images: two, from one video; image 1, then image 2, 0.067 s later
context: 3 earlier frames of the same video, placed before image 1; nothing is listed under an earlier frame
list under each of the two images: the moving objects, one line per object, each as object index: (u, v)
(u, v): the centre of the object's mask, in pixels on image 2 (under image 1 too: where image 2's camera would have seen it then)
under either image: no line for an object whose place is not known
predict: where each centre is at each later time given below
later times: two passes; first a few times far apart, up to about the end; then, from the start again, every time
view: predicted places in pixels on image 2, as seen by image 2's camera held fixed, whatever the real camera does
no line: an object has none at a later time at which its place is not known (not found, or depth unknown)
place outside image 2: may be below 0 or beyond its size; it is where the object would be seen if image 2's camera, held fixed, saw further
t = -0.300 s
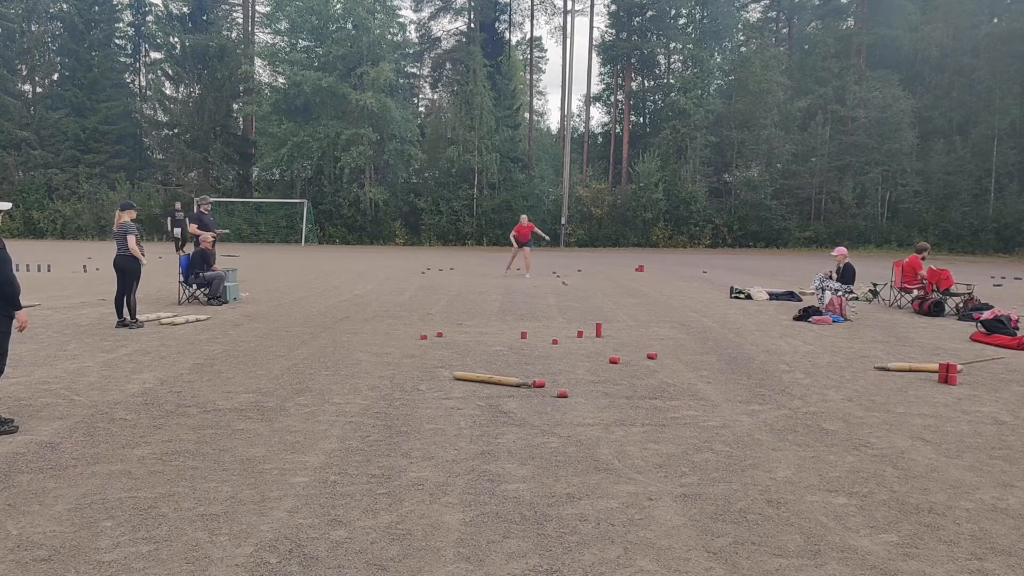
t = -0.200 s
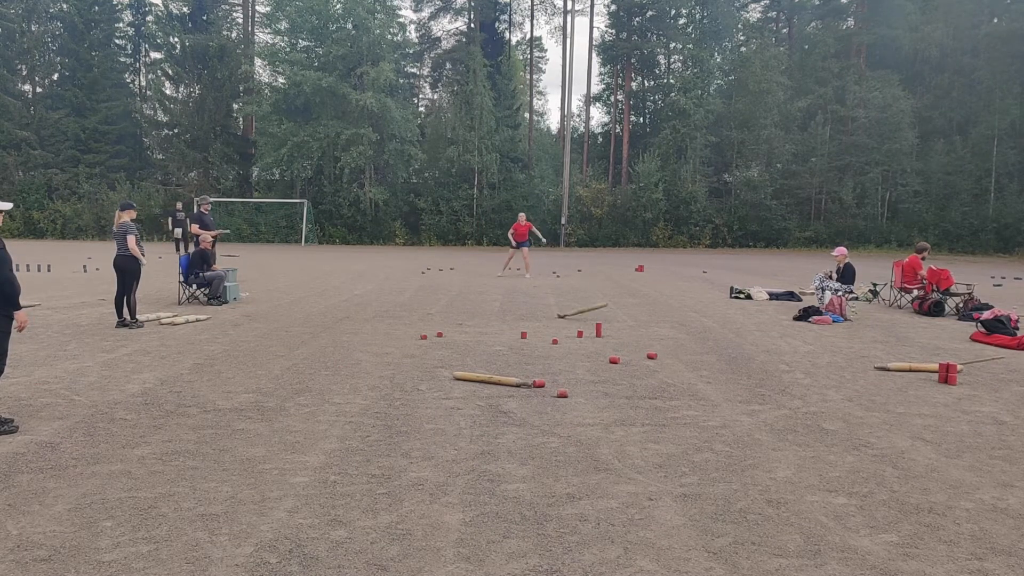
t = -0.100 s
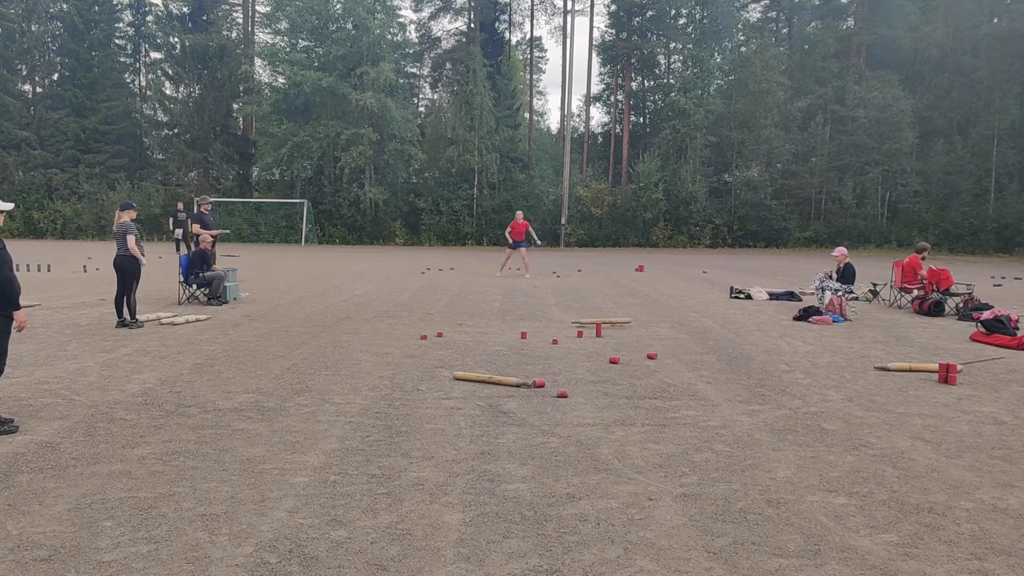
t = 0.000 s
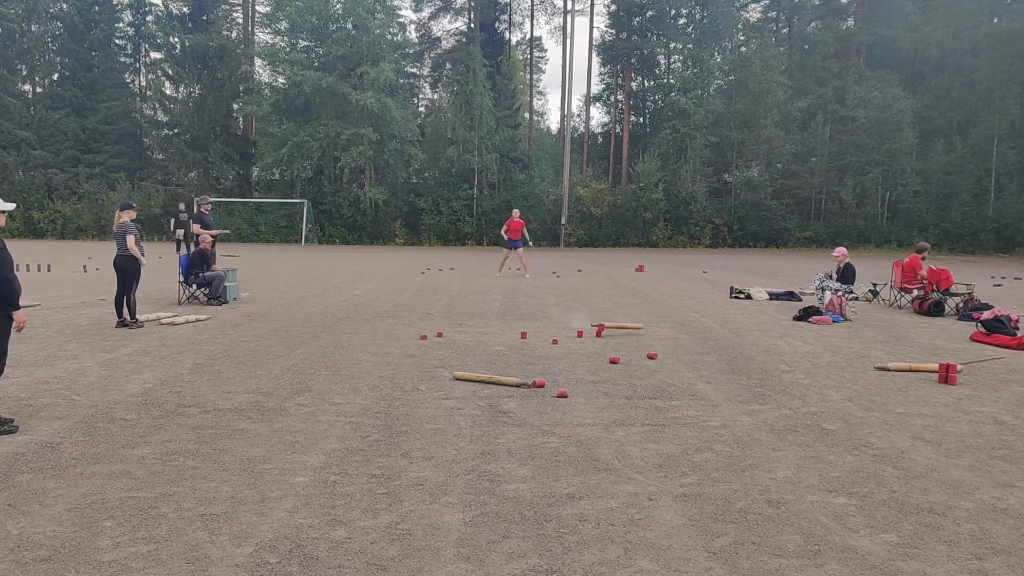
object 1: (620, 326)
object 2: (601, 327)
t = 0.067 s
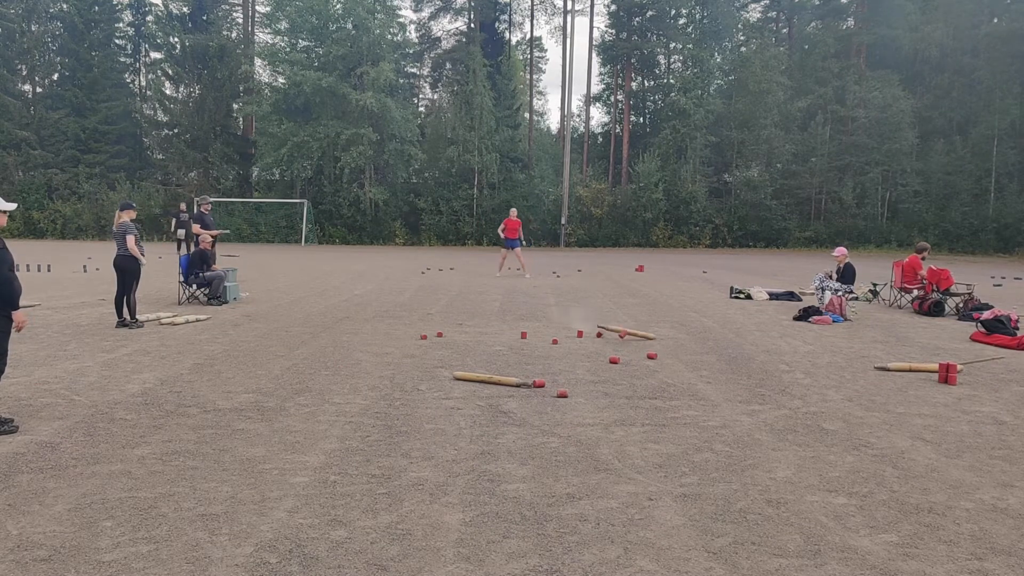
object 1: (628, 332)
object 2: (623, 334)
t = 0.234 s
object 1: (648, 349)
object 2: (676, 347)
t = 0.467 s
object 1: (686, 365)
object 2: (753, 379)
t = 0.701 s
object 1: (709, 383)
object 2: (841, 394)
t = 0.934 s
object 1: (715, 402)
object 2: (946, 436)
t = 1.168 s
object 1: (706, 420)
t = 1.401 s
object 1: (684, 441)
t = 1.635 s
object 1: (654, 465)
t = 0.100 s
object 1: (632, 335)
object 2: (634, 339)
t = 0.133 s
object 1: (637, 338)
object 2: (646, 346)
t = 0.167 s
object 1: (641, 344)
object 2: (656, 347)
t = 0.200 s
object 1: (638, 347)
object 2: (666, 346)
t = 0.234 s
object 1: (648, 349)
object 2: (676, 347)
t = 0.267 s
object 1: (653, 352)
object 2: (686, 348)
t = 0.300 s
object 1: (661, 354)
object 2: (695, 350)
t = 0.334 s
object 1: (668, 356)
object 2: (706, 353)
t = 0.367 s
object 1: (672, 358)
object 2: (717, 358)
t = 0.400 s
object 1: (677, 361)
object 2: (729, 364)
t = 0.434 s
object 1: (681, 363)
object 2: (741, 372)
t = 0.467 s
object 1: (686, 365)
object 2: (753, 379)
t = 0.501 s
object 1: (689, 368)
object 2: (765, 381)
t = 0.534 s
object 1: (693, 370)
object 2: (778, 385)
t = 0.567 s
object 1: (697, 373)
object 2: (791, 391)
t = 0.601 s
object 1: (700, 375)
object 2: (803, 393)
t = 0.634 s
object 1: (704, 378)
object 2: (815, 391)
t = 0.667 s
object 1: (707, 381)
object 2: (828, 392)
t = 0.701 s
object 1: (709, 383)
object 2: (841, 394)
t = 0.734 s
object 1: (711, 386)
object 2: (855, 398)
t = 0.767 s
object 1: (713, 388)
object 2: (869, 404)
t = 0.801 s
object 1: (714, 390)
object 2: (884, 411)
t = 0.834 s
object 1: (715, 394)
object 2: (900, 420)
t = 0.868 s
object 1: (716, 396)
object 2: (916, 431)
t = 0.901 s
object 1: (715, 399)
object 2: (931, 434)
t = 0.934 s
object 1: (715, 402)
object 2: (946, 436)
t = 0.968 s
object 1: (714, 404)
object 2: (962, 440)
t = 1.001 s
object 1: (706, 406)
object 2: (979, 446)
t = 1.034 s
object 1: (706, 408)
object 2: (996, 454)
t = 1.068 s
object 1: (707, 412)
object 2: (1014, 464)
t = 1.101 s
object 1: (707, 415)
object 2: (1022, 474)
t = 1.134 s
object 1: (707, 418)
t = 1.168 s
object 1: (706, 420)
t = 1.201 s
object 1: (705, 423)
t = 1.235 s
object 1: (702, 426)
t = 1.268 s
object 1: (698, 429)
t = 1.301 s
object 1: (695, 432)
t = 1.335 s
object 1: (692, 435)
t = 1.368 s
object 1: (688, 438)
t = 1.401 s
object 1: (684, 441)
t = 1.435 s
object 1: (680, 444)
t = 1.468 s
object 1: (675, 447)
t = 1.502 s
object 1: (672, 449)
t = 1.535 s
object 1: (666, 453)
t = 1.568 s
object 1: (663, 457)
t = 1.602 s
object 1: (658, 461)
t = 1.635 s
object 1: (654, 465)
